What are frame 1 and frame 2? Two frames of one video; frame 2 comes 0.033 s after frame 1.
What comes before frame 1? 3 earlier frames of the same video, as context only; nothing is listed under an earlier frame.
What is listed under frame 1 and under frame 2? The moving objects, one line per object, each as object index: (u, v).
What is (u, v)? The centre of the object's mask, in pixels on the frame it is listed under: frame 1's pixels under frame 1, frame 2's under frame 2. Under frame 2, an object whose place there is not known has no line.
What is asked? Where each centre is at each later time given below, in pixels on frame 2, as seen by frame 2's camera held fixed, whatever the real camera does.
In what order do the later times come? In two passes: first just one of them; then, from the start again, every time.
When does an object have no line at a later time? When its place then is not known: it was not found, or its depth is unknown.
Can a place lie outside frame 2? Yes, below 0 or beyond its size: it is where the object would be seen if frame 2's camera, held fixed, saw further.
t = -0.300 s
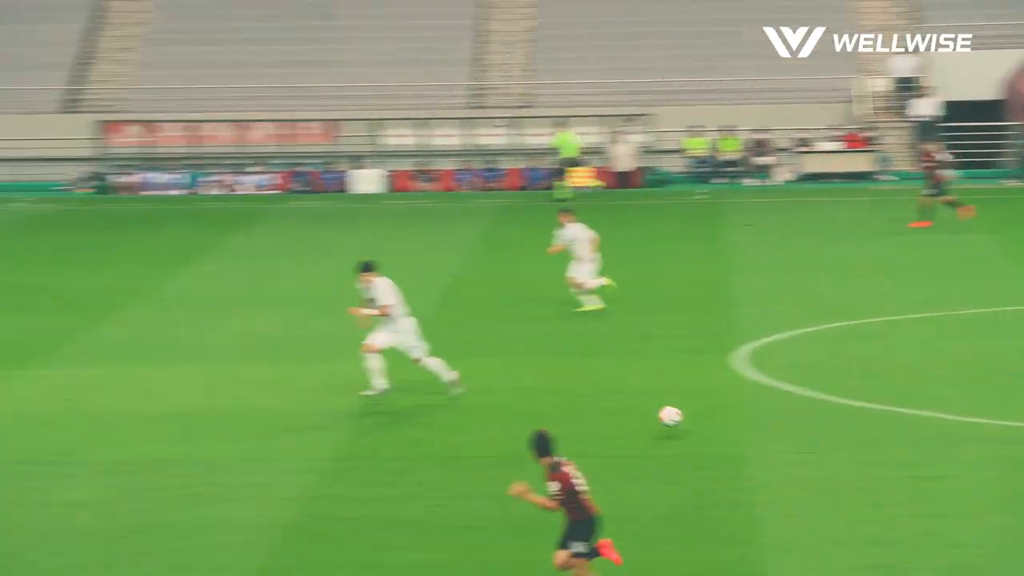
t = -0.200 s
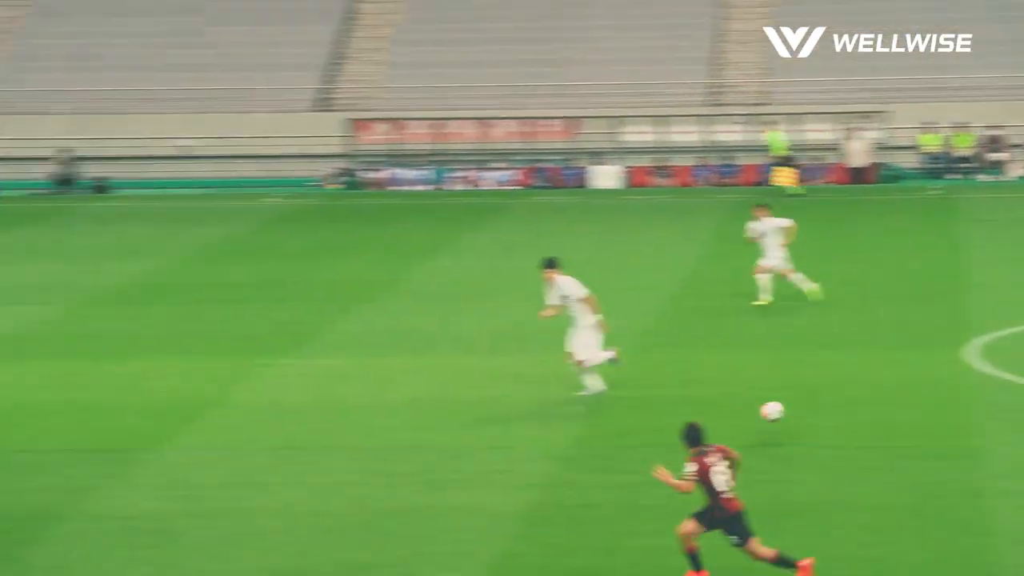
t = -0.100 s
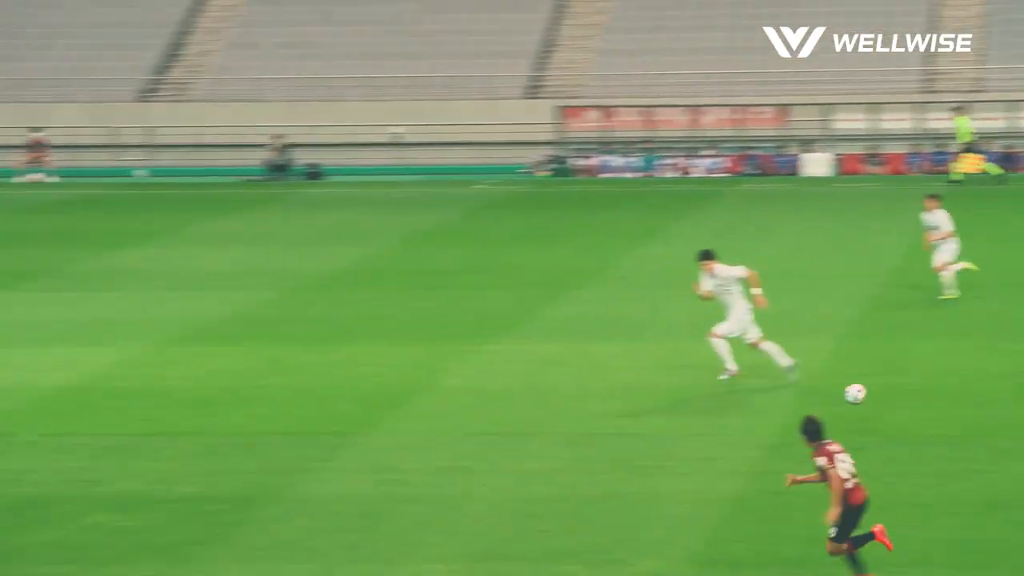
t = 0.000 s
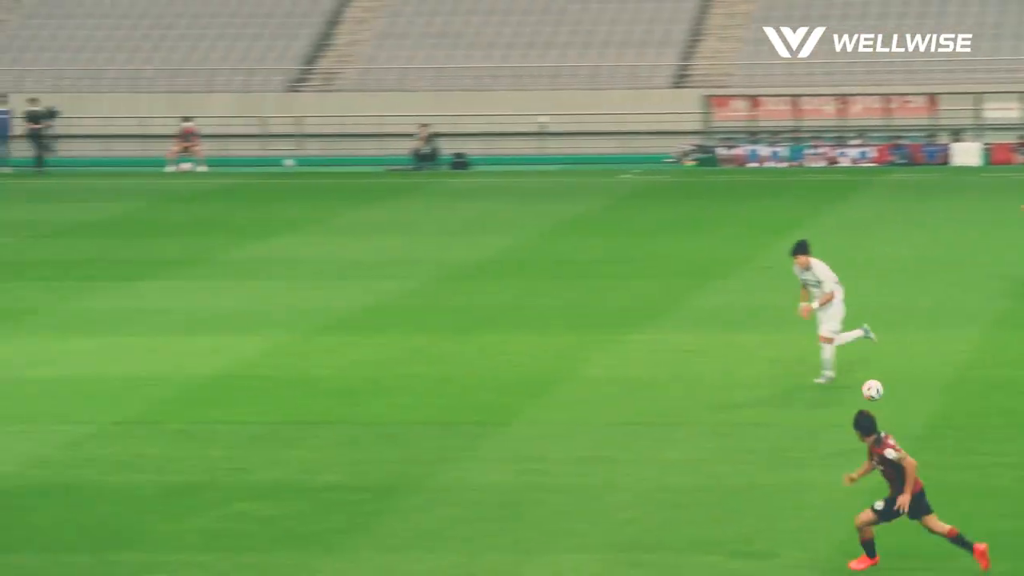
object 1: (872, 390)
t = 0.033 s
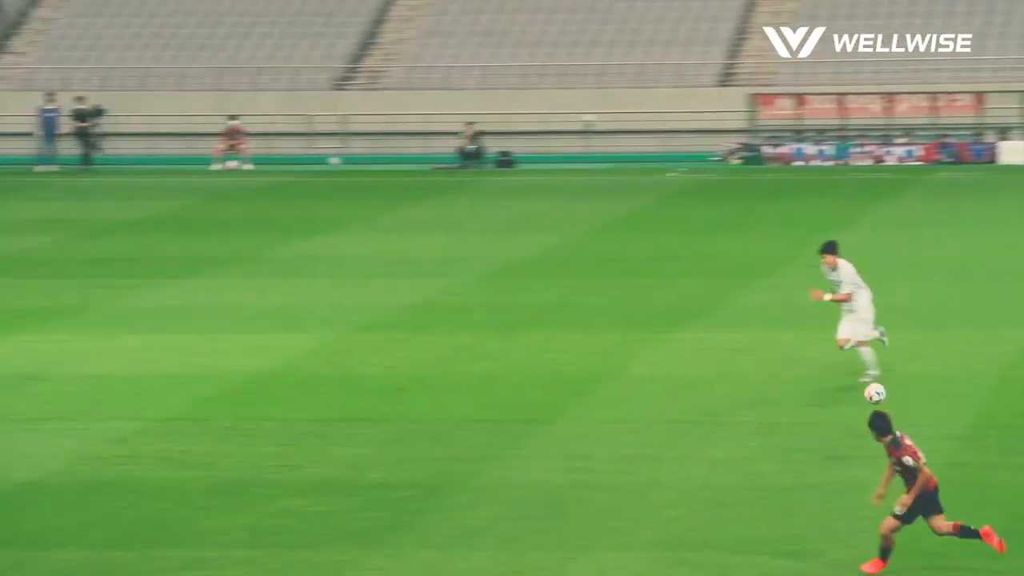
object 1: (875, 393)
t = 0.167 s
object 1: (697, 417)
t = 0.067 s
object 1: (828, 397)
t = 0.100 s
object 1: (784, 402)
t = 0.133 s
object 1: (740, 409)
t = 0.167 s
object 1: (697, 417)
